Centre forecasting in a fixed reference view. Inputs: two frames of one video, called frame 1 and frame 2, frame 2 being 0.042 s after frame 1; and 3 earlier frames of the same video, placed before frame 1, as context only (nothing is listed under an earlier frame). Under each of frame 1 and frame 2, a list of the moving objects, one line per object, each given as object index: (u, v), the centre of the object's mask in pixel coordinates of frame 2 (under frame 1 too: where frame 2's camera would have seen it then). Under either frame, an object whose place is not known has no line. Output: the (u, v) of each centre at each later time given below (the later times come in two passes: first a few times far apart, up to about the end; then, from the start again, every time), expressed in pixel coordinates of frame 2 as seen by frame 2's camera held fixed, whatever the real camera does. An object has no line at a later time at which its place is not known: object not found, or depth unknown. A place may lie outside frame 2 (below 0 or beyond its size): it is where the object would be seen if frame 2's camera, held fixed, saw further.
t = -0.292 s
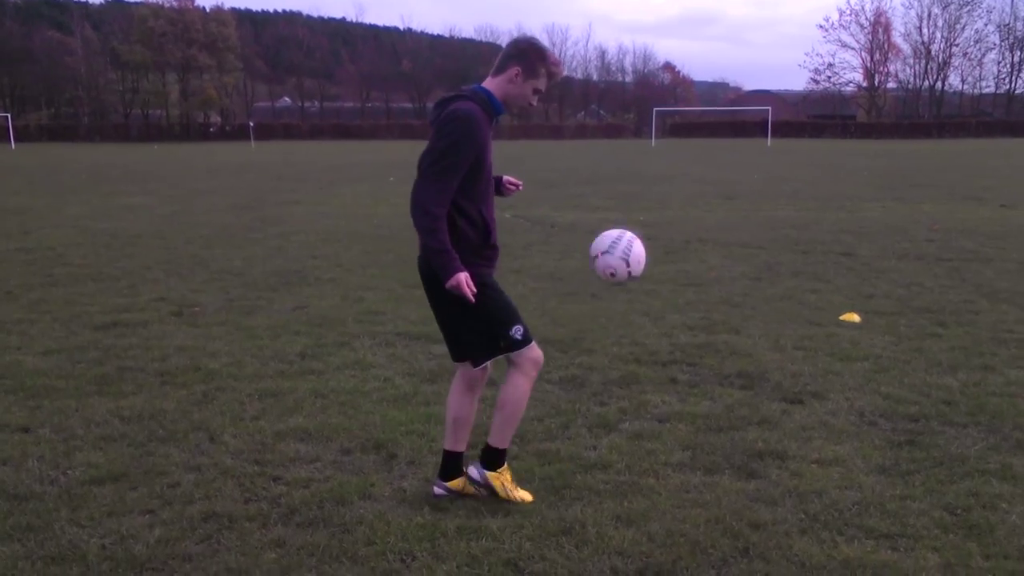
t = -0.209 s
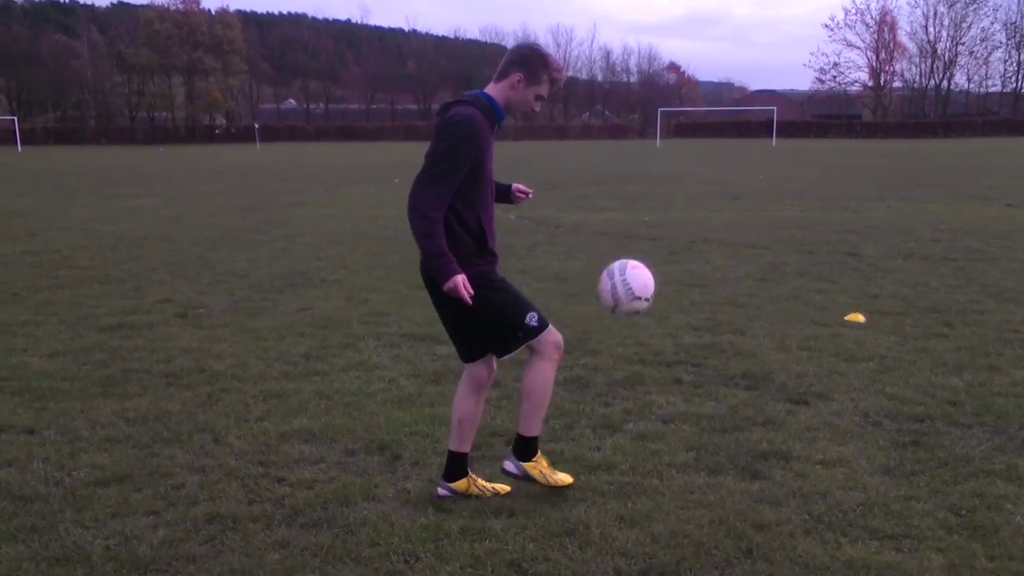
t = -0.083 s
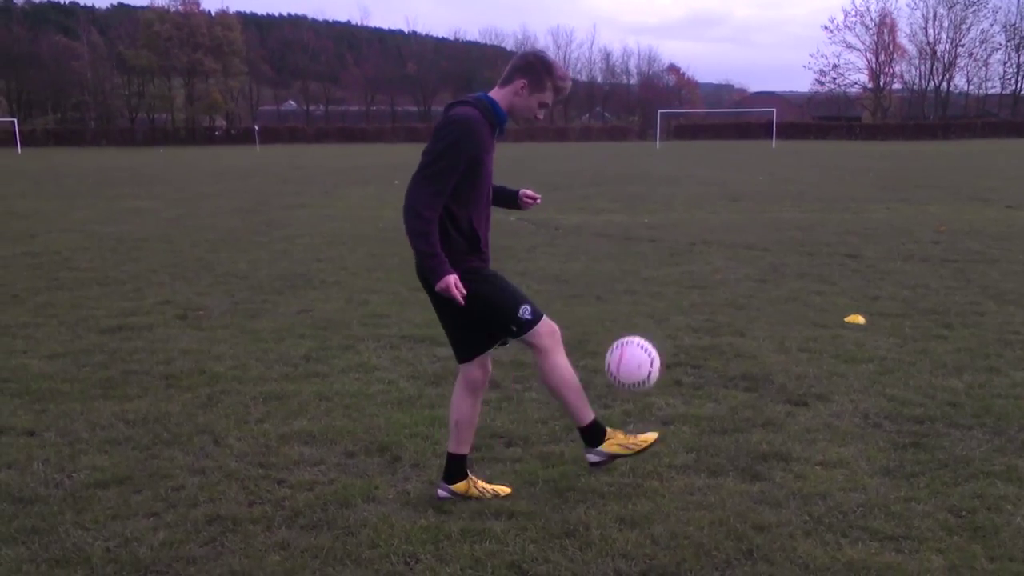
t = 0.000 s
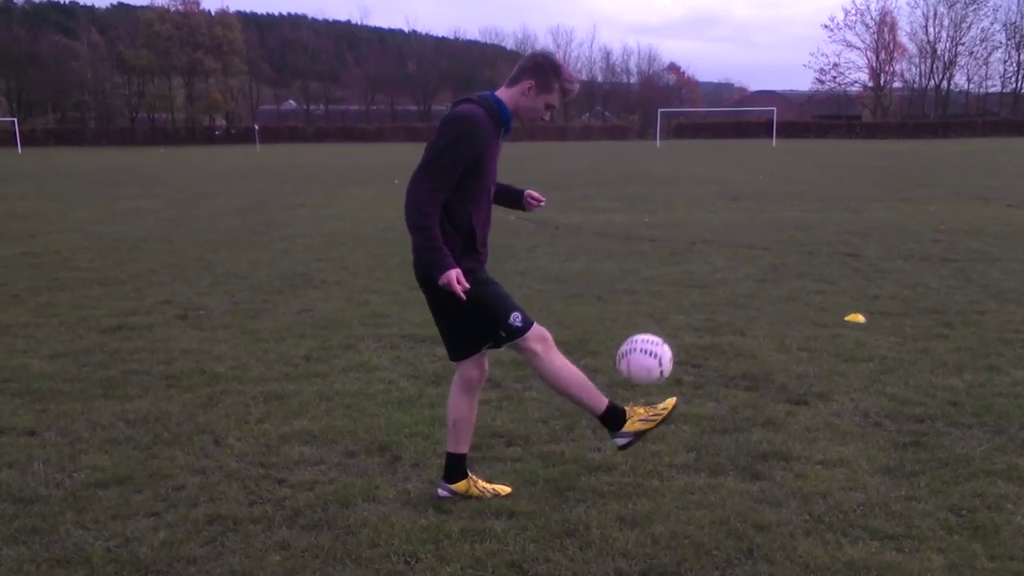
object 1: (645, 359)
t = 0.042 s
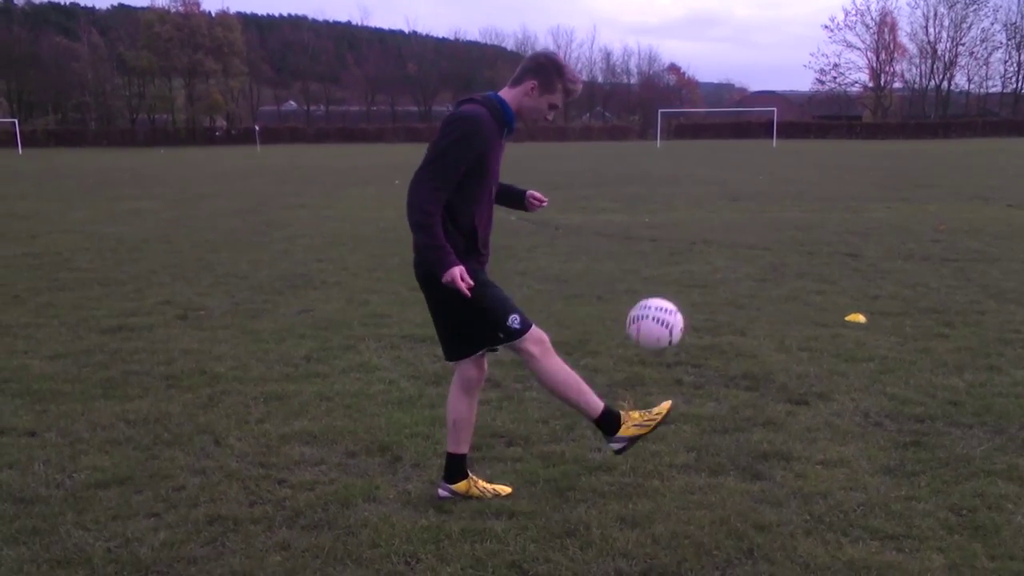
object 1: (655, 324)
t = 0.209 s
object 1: (696, 208)
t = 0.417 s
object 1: (748, 144)
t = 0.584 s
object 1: (787, 172)
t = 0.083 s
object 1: (665, 290)
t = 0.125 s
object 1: (675, 260)
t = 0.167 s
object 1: (686, 232)
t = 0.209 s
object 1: (696, 208)
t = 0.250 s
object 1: (705, 188)
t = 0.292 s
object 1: (717, 170)
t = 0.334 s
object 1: (728, 158)
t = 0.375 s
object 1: (738, 149)
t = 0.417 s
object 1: (748, 144)
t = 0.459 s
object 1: (758, 143)
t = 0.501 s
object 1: (768, 148)
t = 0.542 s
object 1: (778, 158)
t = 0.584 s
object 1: (787, 172)
